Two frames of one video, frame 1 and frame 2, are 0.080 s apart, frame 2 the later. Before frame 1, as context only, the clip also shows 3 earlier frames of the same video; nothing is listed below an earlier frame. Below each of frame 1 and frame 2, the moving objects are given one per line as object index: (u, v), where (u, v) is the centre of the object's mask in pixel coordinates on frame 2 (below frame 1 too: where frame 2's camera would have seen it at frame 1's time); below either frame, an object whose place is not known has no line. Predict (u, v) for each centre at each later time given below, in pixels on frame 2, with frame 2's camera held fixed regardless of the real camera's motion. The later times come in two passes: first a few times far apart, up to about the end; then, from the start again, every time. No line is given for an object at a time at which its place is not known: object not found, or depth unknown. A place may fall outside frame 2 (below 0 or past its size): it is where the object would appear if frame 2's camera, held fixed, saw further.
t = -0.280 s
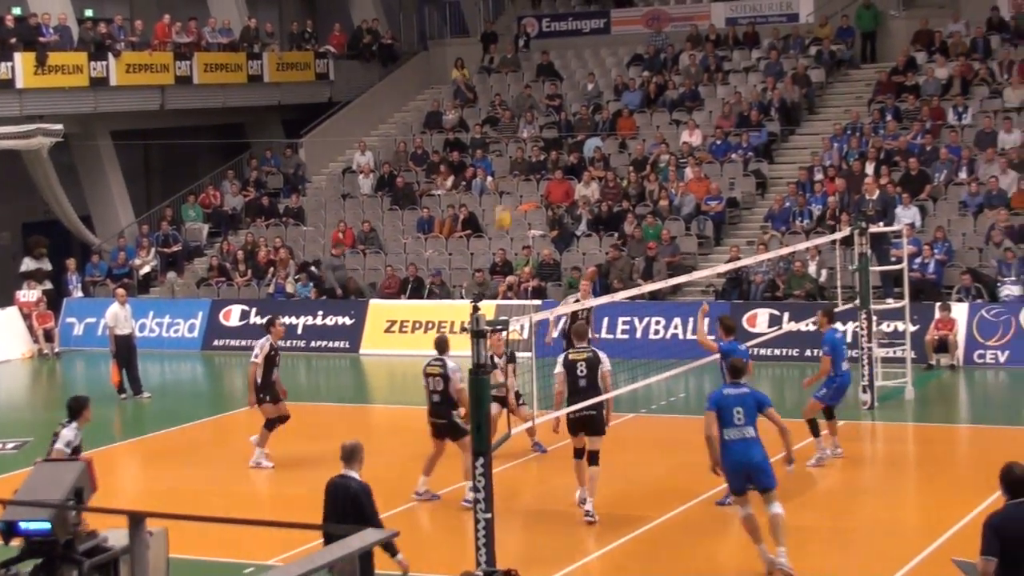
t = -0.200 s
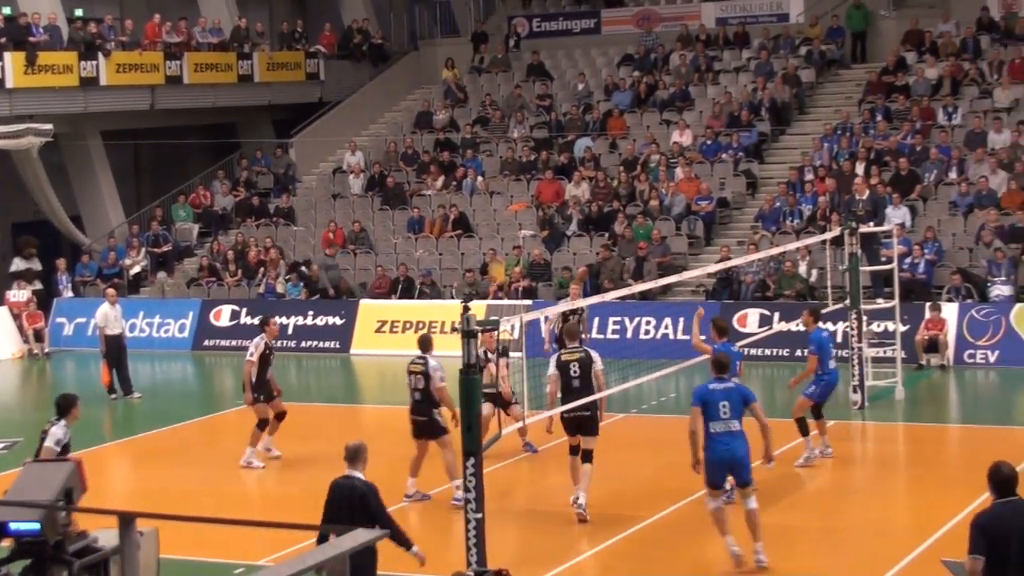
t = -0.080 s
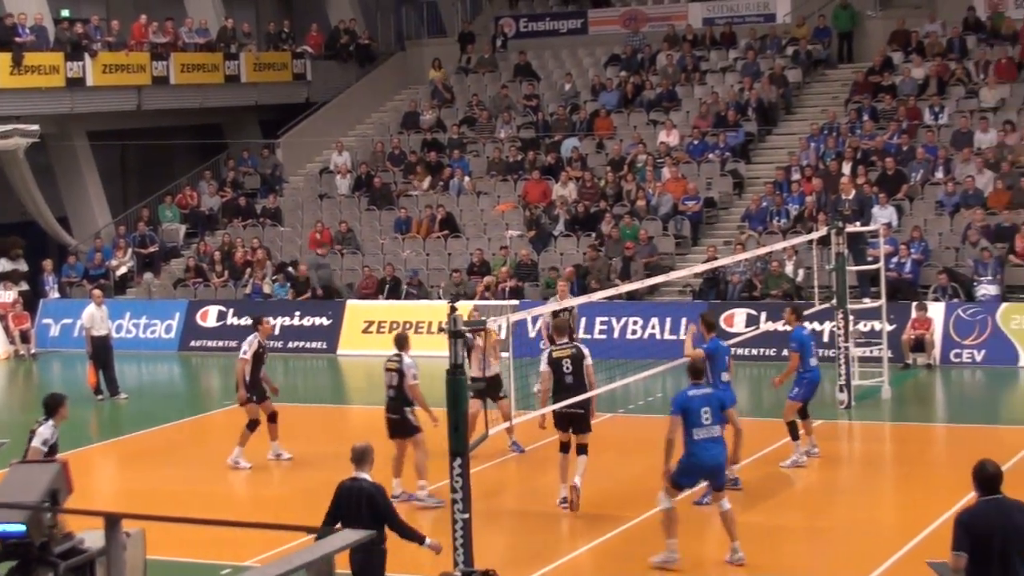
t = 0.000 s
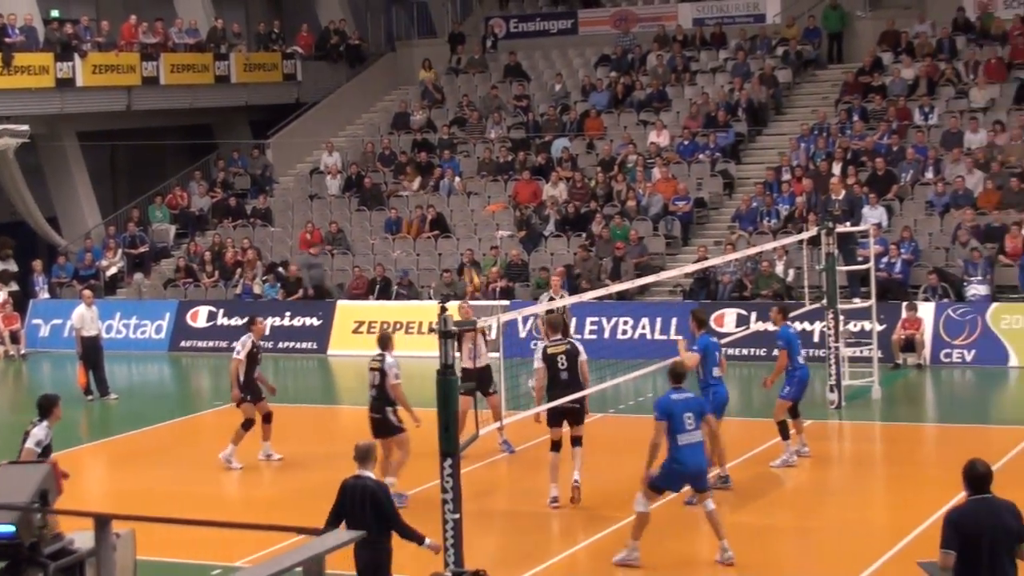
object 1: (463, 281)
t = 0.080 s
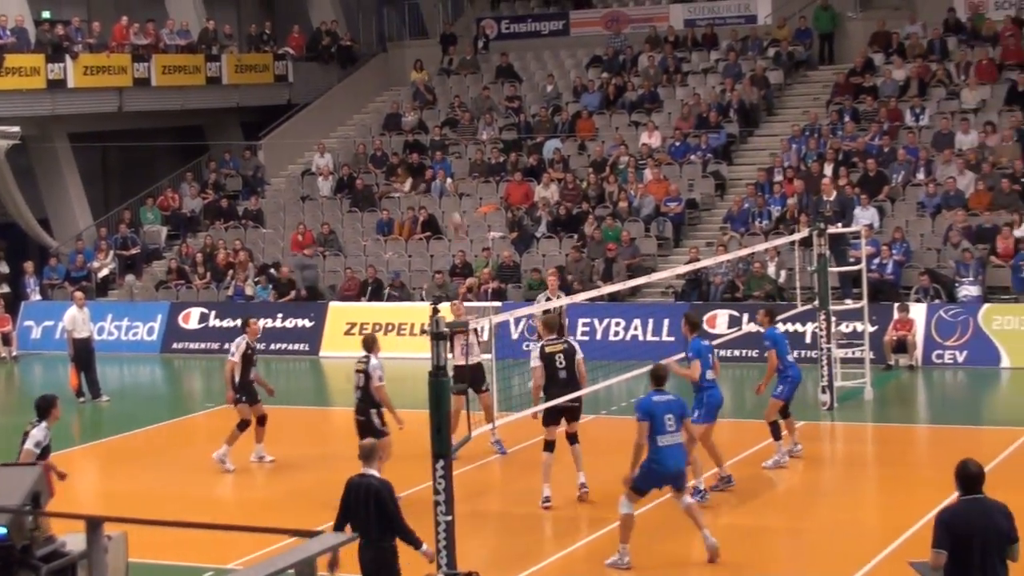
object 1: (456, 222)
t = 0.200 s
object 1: (448, 149)
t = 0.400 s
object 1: (431, 52)
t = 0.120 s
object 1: (454, 195)
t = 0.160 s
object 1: (451, 172)
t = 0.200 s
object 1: (448, 149)
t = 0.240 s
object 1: (445, 127)
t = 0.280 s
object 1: (441, 107)
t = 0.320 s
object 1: (438, 87)
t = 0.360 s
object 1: (433, 69)
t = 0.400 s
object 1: (431, 52)
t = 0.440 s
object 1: (428, 35)
